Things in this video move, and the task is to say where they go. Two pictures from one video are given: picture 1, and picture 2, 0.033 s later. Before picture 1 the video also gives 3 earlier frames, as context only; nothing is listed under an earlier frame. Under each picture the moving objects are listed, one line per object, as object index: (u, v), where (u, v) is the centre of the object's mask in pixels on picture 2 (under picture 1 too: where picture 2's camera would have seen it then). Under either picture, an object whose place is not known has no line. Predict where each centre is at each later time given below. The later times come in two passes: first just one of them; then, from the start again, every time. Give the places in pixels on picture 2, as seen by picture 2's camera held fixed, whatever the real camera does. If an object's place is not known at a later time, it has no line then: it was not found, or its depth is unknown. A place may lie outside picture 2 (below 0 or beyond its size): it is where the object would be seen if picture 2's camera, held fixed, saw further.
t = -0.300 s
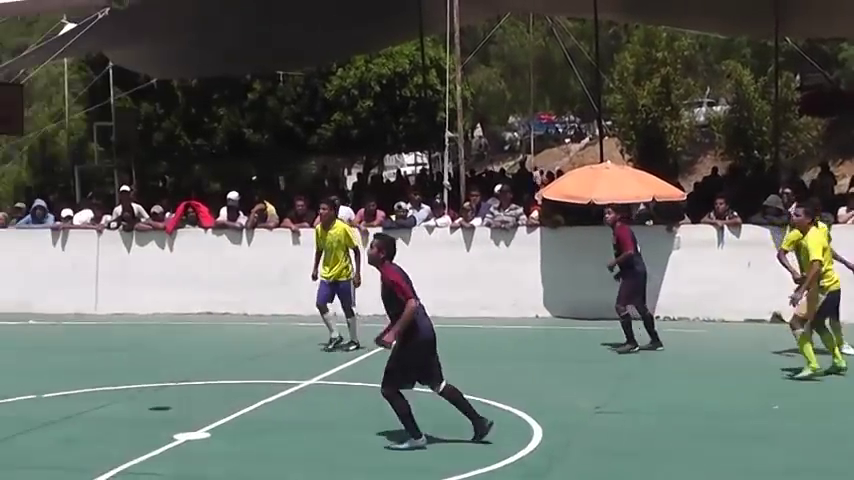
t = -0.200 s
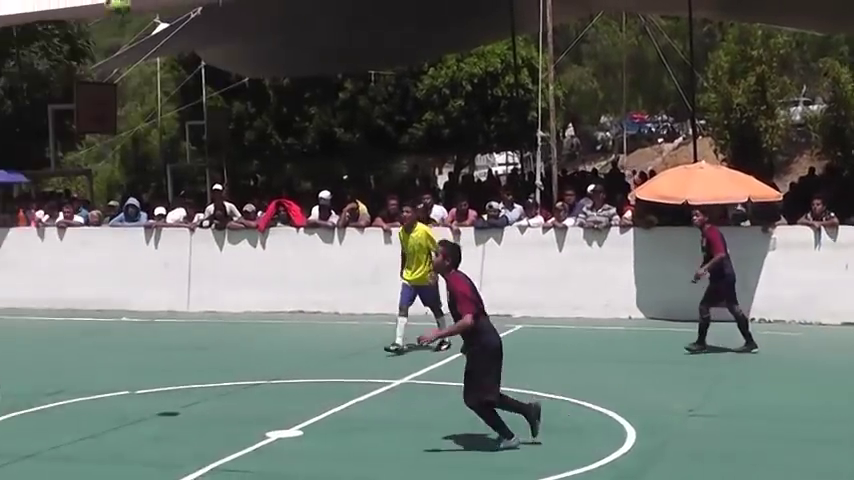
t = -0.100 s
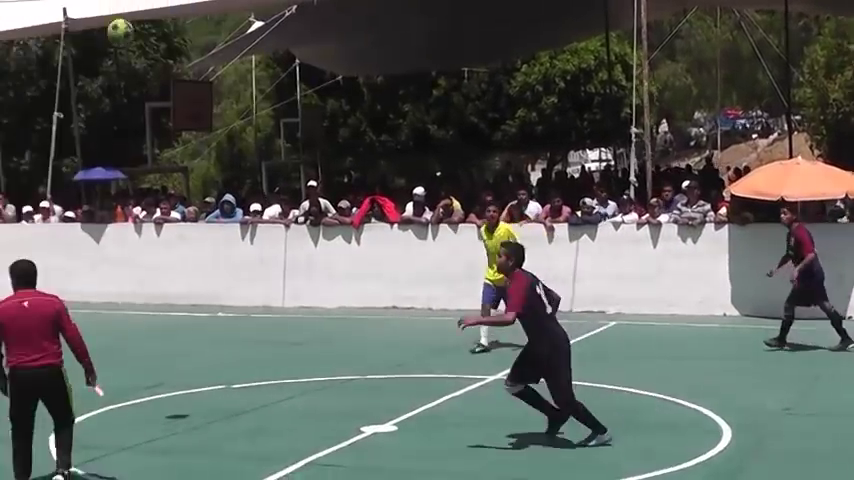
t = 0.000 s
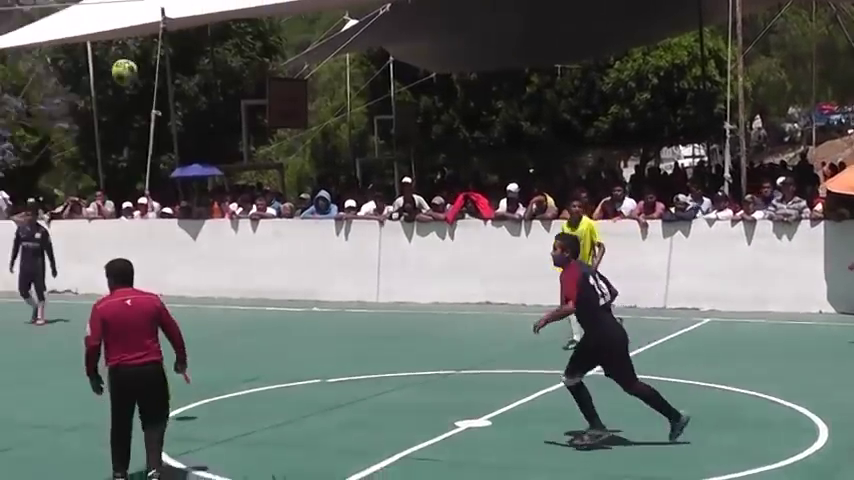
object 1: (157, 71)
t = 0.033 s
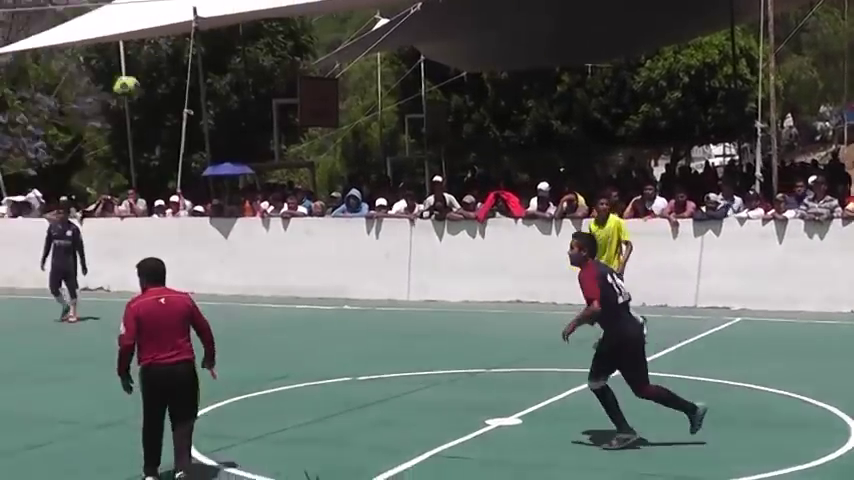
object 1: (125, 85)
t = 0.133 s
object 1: (31, 144)
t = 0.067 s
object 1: (94, 104)
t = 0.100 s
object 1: (62, 123)
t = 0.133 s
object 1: (31, 144)
